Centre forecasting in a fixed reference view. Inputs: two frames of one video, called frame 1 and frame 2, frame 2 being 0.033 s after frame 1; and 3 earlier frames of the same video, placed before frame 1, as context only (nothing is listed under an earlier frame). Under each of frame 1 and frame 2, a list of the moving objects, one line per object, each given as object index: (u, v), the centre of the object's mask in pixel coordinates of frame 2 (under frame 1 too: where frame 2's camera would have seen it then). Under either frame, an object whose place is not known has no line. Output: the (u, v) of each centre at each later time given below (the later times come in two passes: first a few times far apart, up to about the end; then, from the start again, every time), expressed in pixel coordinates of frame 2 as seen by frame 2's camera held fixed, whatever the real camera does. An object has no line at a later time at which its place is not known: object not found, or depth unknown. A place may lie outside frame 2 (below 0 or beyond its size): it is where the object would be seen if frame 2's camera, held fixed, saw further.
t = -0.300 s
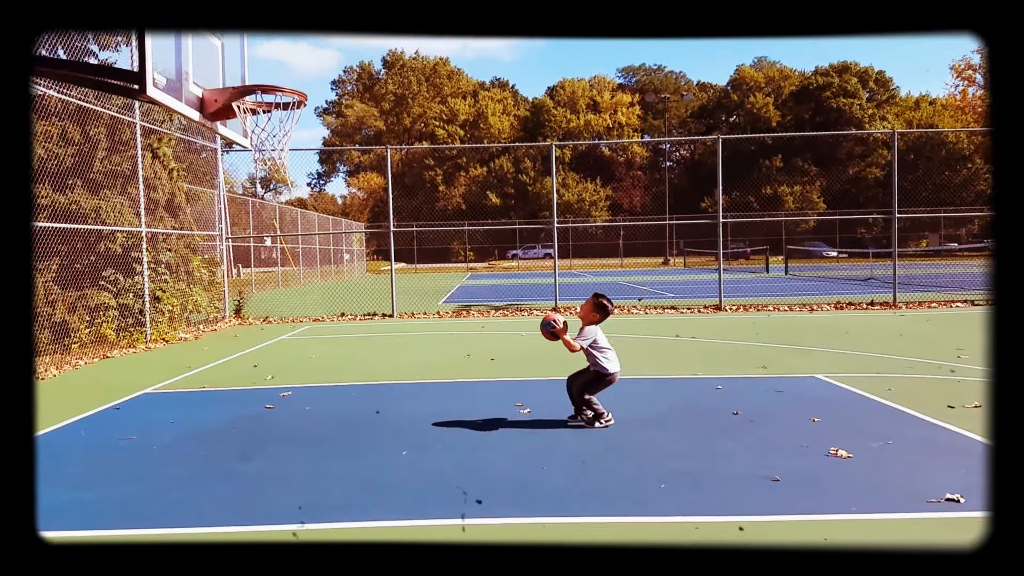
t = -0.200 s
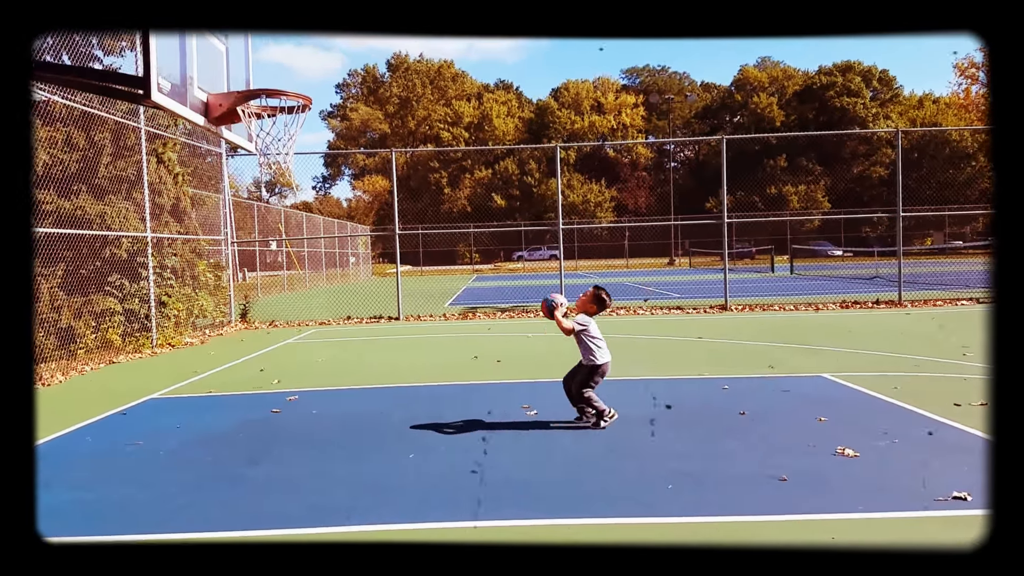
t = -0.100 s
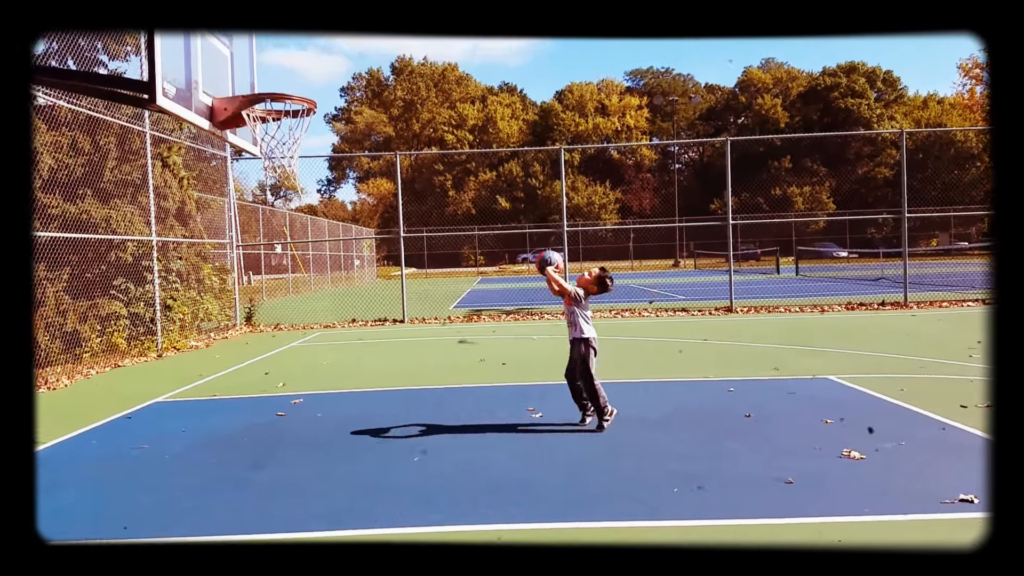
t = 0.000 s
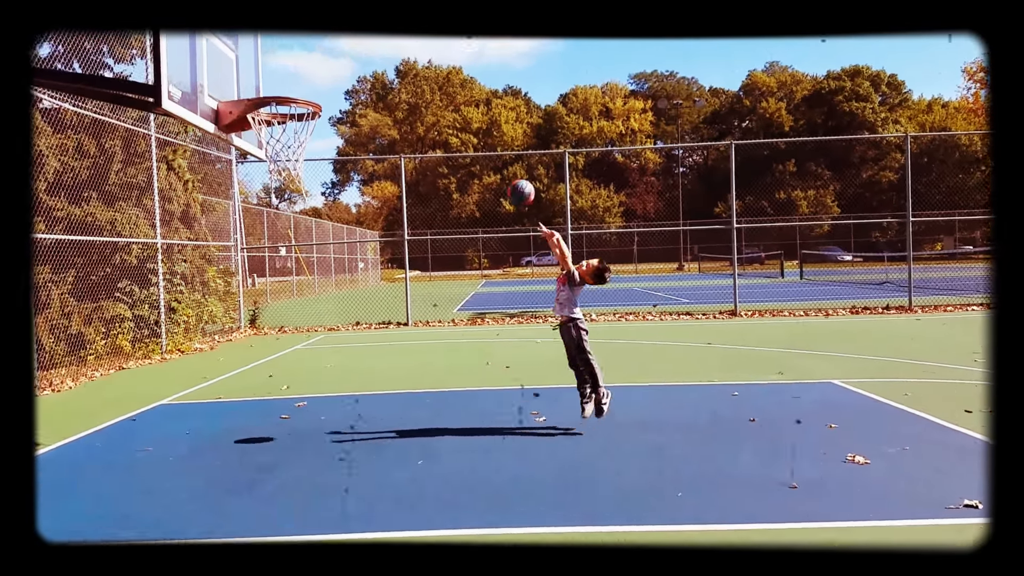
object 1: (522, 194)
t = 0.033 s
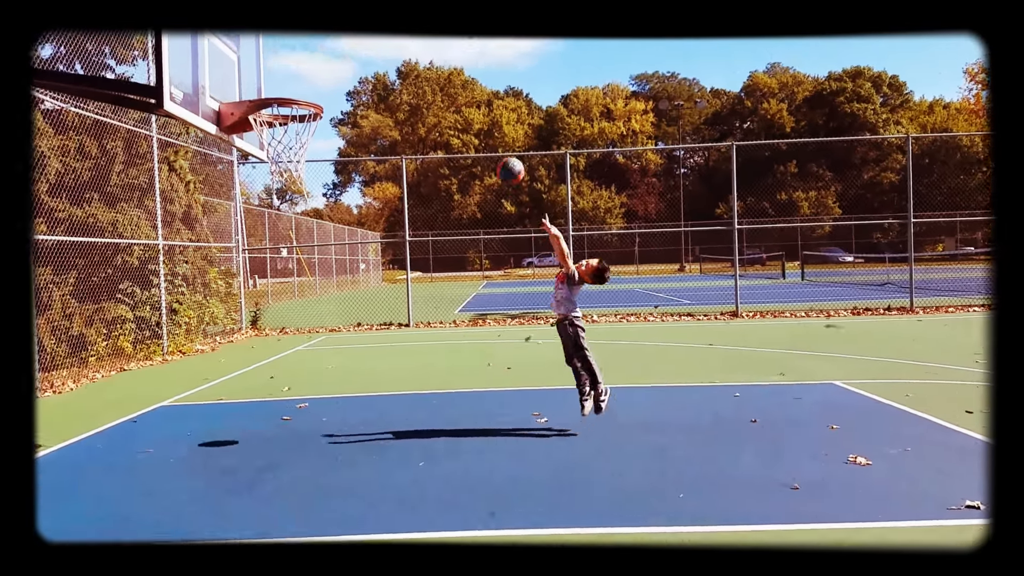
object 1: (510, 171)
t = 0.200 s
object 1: (451, 79)
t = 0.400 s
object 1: (377, 21)
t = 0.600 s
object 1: (307, 19)
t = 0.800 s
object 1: (237, 88)
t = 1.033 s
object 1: (288, 211)
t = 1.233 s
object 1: (356, 376)
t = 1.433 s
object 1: (408, 340)
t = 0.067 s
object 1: (499, 150)
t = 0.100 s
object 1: (488, 129)
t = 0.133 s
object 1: (476, 111)
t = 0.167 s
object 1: (464, 94)
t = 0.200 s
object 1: (451, 79)
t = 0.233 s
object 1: (438, 64)
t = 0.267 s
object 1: (425, 52)
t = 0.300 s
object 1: (413, 40)
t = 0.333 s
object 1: (400, 32)
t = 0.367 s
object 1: (390, 25)
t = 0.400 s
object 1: (377, 21)
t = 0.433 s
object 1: (366, 17)
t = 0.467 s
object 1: (354, 15)
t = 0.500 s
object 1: (342, 14)
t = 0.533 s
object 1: (330, 14)
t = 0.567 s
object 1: (318, 16)
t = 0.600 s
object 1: (307, 19)
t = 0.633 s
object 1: (295, 26)
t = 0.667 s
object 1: (284, 34)
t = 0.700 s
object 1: (272, 44)
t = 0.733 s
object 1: (260, 57)
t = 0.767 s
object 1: (249, 72)
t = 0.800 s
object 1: (237, 88)
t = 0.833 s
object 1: (225, 106)
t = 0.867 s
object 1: (234, 120)
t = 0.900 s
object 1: (244, 134)
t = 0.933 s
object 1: (256, 151)
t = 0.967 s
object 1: (267, 169)
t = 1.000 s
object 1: (278, 189)
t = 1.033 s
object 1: (288, 211)
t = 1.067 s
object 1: (299, 234)
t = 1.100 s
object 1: (310, 259)
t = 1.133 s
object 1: (321, 285)
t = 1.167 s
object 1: (333, 313)
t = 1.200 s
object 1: (344, 344)
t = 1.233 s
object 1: (356, 376)
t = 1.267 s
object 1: (367, 410)
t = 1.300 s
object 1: (376, 426)
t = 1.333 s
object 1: (383, 402)
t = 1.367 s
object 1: (391, 380)
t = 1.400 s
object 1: (399, 360)
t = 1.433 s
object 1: (408, 340)
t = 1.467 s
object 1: (417, 323)
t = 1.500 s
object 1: (425, 308)
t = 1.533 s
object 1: (433, 294)
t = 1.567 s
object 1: (442, 280)
